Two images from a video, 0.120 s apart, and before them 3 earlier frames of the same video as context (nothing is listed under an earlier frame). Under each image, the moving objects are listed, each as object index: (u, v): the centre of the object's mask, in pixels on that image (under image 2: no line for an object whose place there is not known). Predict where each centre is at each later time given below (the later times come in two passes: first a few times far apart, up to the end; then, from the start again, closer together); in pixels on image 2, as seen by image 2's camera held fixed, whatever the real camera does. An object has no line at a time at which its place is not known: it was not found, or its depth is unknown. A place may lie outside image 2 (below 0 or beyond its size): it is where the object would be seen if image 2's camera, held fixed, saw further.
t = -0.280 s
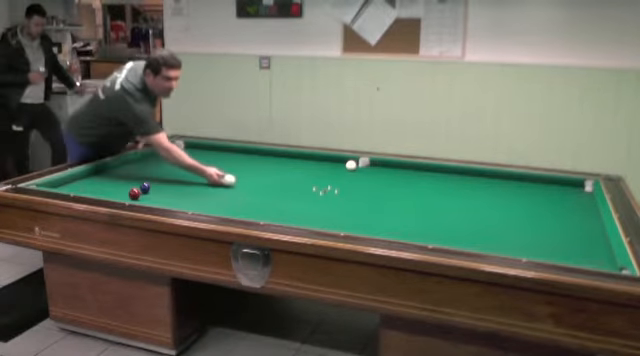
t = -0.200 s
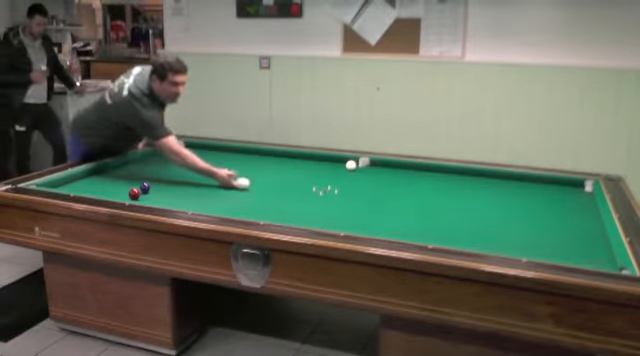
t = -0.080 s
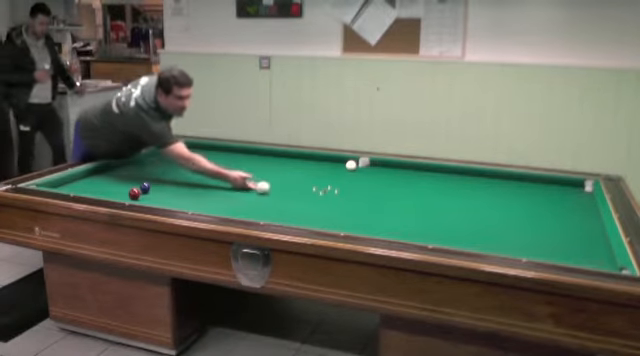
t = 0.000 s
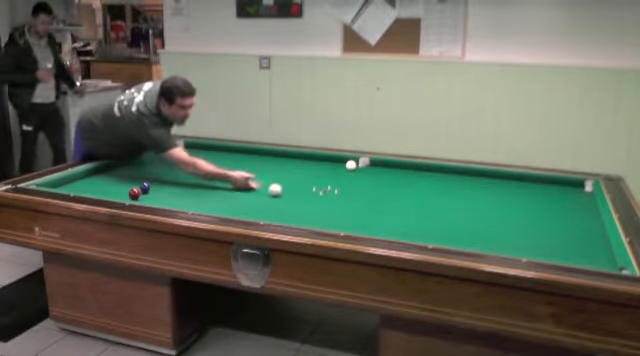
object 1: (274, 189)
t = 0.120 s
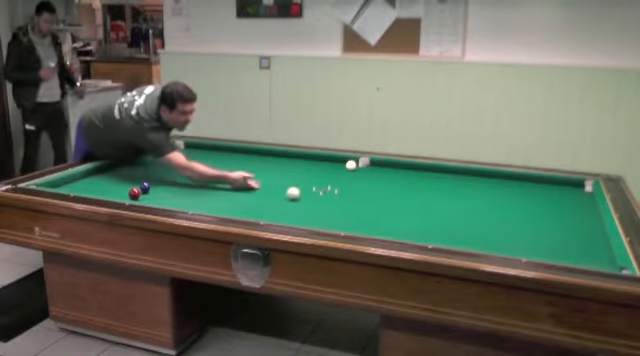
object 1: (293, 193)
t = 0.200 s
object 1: (305, 196)
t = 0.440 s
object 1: (345, 204)
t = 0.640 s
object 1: (380, 210)
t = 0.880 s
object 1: (424, 220)
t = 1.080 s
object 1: (463, 227)
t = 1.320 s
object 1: (512, 238)
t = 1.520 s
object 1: (554, 246)
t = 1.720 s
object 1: (598, 255)
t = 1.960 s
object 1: (576, 254)
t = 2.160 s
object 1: (549, 252)
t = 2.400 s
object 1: (518, 249)
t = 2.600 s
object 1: (492, 247)
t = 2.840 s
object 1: (462, 244)
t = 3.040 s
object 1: (439, 241)
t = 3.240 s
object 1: (417, 237)
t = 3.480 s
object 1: (394, 233)
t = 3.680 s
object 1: (375, 230)
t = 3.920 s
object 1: (353, 227)
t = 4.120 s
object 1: (336, 223)
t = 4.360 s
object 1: (317, 220)
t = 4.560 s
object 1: (302, 218)
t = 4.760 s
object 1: (287, 216)
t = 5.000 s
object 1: (271, 213)
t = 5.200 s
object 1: (259, 211)
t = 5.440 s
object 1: (244, 208)
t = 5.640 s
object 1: (232, 206)
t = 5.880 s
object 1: (219, 204)
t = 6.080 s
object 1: (209, 202)
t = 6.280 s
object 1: (200, 200)
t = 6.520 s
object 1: (189, 198)
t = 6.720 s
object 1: (181, 196)
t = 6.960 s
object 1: (171, 194)
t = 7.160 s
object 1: (165, 193)
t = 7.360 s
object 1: (158, 192)
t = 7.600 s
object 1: (149, 190)
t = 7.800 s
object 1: (145, 189)
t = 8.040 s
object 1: (141, 188)
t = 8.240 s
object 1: (138, 188)
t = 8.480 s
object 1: (133, 187)
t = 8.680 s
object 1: (130, 187)
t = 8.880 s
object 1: (126, 188)
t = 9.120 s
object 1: (124, 188)
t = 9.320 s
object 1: (122, 188)
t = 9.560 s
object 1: (121, 188)
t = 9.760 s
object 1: (120, 188)
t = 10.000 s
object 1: (119, 188)
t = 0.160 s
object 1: (299, 194)
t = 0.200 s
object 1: (305, 196)
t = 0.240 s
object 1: (312, 197)
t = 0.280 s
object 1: (318, 198)
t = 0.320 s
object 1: (325, 200)
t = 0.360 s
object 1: (331, 201)
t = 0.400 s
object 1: (338, 202)
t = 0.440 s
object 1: (345, 204)
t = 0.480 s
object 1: (352, 205)
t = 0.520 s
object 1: (359, 206)
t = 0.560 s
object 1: (365, 208)
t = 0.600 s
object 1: (373, 209)
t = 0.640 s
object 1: (380, 210)
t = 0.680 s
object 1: (387, 212)
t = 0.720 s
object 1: (394, 214)
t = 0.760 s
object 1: (401, 215)
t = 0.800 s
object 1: (409, 216)
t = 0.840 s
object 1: (417, 218)
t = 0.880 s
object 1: (424, 220)
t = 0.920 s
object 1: (432, 221)
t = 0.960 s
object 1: (439, 223)
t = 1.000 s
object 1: (447, 224)
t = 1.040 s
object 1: (455, 225)
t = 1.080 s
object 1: (463, 227)
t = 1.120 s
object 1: (471, 229)
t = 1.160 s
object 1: (479, 231)
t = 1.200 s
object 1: (487, 232)
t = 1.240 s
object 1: (495, 234)
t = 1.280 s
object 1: (503, 236)
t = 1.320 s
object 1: (512, 238)
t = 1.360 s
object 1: (520, 239)
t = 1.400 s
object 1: (528, 241)
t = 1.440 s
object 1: (537, 243)
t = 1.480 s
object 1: (545, 244)
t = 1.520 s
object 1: (554, 246)
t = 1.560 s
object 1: (562, 248)
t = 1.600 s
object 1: (572, 250)
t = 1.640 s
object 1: (580, 252)
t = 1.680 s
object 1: (589, 254)
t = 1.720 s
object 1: (598, 255)
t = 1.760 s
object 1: (605, 257)
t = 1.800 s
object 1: (599, 257)
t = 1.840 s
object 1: (593, 256)
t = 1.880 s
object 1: (587, 255)
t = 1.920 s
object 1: (581, 255)
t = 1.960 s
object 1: (576, 254)
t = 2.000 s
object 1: (570, 254)
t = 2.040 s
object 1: (565, 254)
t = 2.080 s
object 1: (560, 253)
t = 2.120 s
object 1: (554, 253)
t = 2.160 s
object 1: (549, 252)
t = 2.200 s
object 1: (544, 251)
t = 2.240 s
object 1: (539, 250)
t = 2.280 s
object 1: (534, 250)
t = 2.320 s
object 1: (528, 250)
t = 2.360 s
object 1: (523, 249)
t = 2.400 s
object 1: (518, 249)
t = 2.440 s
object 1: (513, 249)
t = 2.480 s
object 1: (507, 248)
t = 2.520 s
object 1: (502, 248)
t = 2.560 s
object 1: (497, 247)
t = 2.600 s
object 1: (492, 247)
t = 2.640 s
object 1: (487, 246)
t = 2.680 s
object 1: (482, 246)
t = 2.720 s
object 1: (477, 246)
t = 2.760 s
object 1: (472, 245)
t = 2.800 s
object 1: (467, 244)
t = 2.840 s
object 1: (462, 244)
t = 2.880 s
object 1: (457, 243)
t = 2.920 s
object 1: (452, 243)
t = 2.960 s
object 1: (447, 242)
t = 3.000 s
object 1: (443, 241)
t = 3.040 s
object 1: (439, 241)
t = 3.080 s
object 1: (434, 240)
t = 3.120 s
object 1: (430, 239)
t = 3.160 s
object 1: (426, 239)
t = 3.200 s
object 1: (422, 238)
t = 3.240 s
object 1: (417, 237)
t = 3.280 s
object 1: (413, 236)
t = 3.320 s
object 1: (409, 236)
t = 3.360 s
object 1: (406, 235)
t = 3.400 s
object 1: (401, 235)
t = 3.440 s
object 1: (397, 234)
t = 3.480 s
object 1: (394, 233)
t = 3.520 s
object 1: (390, 233)
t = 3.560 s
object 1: (386, 232)
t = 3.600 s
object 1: (382, 231)
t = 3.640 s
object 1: (378, 231)
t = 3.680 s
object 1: (375, 230)
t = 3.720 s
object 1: (371, 229)
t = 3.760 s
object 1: (367, 229)
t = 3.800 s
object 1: (364, 229)
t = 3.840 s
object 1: (360, 228)
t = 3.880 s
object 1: (357, 227)
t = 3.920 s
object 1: (353, 227)
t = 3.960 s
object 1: (350, 226)
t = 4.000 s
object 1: (347, 225)
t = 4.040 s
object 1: (343, 224)
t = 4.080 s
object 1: (339, 224)
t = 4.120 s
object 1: (336, 223)
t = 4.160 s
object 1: (333, 223)
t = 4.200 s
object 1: (330, 222)
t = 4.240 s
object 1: (327, 222)
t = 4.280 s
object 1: (323, 221)
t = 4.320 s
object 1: (320, 220)
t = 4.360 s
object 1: (317, 220)
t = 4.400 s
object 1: (314, 220)
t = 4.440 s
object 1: (311, 219)
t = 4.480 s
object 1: (308, 219)
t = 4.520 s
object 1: (305, 218)
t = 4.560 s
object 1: (302, 218)
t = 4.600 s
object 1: (299, 218)
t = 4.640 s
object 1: (296, 217)
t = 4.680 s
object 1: (293, 217)
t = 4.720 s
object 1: (291, 216)
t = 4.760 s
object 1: (287, 216)
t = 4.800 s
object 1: (285, 215)
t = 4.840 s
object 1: (282, 215)
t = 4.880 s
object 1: (279, 214)
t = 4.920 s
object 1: (276, 214)
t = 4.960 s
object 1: (274, 213)
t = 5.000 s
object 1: (271, 213)
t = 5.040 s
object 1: (269, 213)
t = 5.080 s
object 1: (266, 212)
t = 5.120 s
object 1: (263, 212)
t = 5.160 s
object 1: (261, 211)
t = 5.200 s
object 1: (259, 211)
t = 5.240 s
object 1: (256, 210)
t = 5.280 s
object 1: (254, 210)
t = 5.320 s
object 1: (251, 209)
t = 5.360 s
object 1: (249, 209)
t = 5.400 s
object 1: (246, 208)
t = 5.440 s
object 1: (244, 208)
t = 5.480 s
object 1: (242, 208)
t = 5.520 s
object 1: (239, 207)
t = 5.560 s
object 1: (237, 207)
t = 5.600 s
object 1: (235, 206)
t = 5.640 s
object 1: (232, 206)
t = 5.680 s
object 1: (230, 206)
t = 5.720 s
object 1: (228, 206)
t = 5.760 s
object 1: (226, 205)
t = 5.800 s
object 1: (224, 205)
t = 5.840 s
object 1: (222, 204)
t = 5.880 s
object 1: (219, 204)
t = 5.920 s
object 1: (218, 203)
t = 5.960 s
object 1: (215, 203)
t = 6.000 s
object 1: (213, 203)
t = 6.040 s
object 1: (211, 202)
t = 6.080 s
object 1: (209, 202)
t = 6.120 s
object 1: (207, 202)
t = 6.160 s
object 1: (205, 201)
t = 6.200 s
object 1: (204, 201)
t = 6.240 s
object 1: (202, 201)
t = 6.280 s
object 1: (200, 200)
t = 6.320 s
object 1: (198, 200)
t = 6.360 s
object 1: (196, 200)
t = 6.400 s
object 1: (194, 199)
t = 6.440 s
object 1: (193, 199)
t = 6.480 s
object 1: (191, 198)
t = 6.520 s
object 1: (189, 198)
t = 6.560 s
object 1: (187, 198)
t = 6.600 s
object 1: (186, 197)
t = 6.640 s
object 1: (184, 197)
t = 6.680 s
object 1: (182, 196)
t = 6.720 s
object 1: (181, 196)
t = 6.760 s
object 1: (179, 196)
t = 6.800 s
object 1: (177, 196)
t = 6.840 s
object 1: (176, 196)
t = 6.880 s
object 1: (174, 195)
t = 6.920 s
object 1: (173, 195)
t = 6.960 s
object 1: (171, 194)
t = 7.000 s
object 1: (170, 194)
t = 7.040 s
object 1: (169, 194)
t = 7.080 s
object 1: (167, 194)
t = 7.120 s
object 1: (166, 193)
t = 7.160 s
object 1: (165, 193)
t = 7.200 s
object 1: (163, 193)
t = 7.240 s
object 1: (162, 192)
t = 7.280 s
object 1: (160, 192)
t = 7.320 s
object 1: (159, 192)
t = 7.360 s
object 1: (158, 192)
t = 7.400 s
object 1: (157, 191)
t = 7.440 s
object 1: (156, 191)
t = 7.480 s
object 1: (154, 191)
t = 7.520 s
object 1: (152, 190)
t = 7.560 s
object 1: (151, 190)
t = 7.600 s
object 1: (149, 190)
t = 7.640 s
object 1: (148, 189)
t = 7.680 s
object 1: (147, 189)
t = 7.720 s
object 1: (147, 189)
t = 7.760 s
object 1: (146, 189)
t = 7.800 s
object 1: (145, 189)
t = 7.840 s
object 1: (144, 189)
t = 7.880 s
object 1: (144, 189)
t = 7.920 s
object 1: (143, 189)
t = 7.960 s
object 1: (142, 188)
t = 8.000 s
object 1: (142, 188)
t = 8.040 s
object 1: (141, 188)
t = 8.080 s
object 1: (140, 188)
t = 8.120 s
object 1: (139, 188)
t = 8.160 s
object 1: (139, 188)
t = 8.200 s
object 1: (138, 187)
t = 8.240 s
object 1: (138, 188)
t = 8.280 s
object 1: (136, 188)
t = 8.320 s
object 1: (136, 187)
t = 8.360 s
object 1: (135, 187)
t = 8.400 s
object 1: (135, 187)
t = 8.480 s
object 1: (133, 187)
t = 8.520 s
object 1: (133, 187)
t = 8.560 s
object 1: (132, 186)
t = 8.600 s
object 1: (131, 186)
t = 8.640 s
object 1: (130, 187)
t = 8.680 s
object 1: (130, 187)
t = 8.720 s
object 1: (128, 187)
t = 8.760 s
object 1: (127, 188)
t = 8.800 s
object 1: (127, 188)
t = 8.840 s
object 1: (127, 188)
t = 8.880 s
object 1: (126, 188)
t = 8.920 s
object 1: (126, 188)
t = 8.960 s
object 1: (126, 188)
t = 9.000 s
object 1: (125, 188)
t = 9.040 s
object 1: (125, 188)
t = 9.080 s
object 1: (124, 188)
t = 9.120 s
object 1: (124, 188)
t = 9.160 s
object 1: (124, 188)
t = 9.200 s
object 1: (123, 188)
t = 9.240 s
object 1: (123, 188)
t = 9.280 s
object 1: (122, 188)
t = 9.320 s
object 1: (122, 188)
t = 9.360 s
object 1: (122, 188)
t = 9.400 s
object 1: (122, 188)
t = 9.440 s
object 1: (122, 188)
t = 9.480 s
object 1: (121, 188)
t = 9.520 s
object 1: (121, 188)
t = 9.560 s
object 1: (121, 188)
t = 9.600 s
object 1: (120, 188)
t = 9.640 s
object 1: (120, 188)
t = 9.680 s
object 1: (120, 188)
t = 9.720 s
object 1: (120, 188)
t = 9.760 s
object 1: (120, 188)
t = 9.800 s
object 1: (120, 188)
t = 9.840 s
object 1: (119, 188)
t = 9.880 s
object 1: (119, 188)
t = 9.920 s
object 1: (119, 188)
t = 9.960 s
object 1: (119, 188)
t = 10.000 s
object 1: (119, 188)
